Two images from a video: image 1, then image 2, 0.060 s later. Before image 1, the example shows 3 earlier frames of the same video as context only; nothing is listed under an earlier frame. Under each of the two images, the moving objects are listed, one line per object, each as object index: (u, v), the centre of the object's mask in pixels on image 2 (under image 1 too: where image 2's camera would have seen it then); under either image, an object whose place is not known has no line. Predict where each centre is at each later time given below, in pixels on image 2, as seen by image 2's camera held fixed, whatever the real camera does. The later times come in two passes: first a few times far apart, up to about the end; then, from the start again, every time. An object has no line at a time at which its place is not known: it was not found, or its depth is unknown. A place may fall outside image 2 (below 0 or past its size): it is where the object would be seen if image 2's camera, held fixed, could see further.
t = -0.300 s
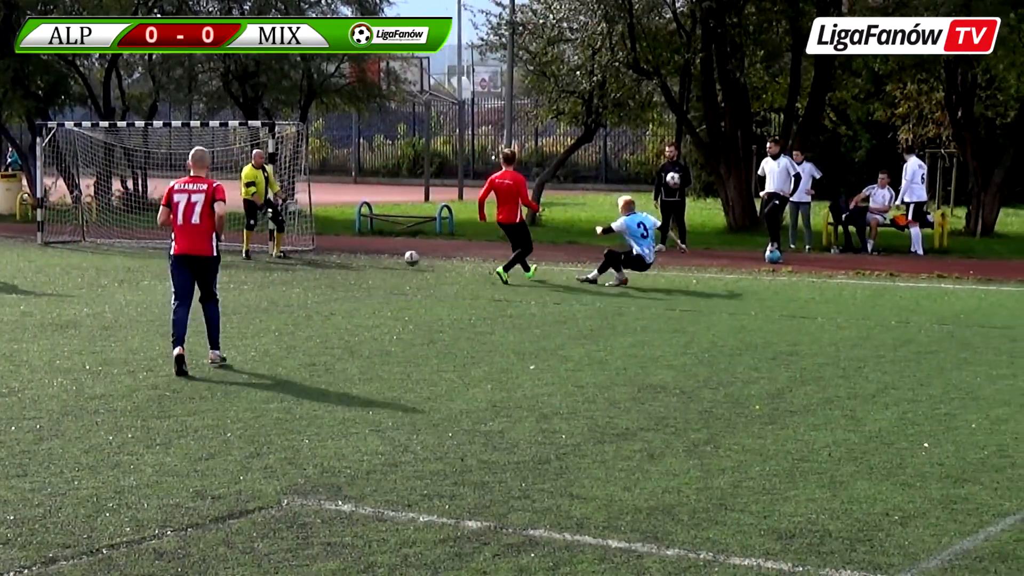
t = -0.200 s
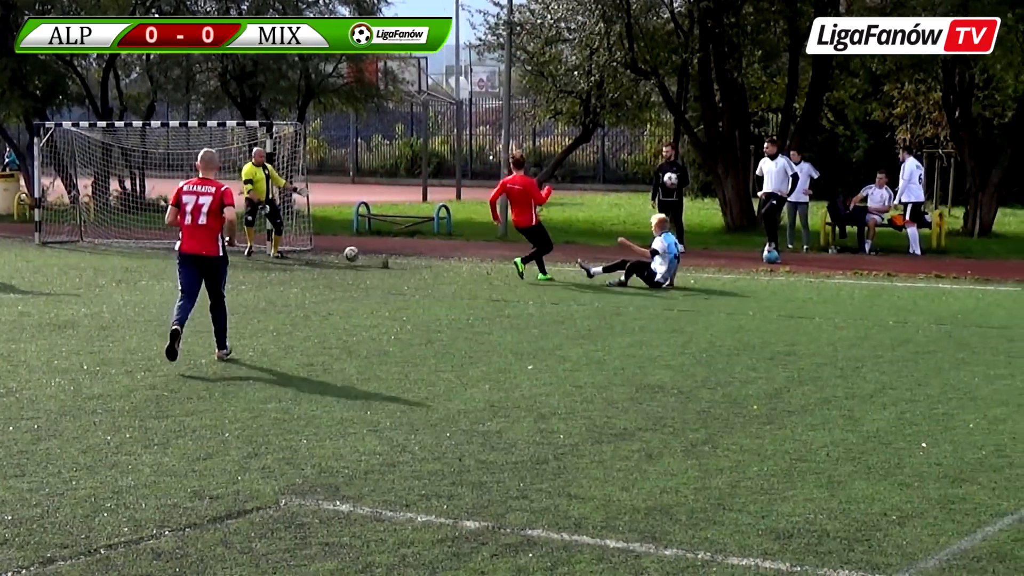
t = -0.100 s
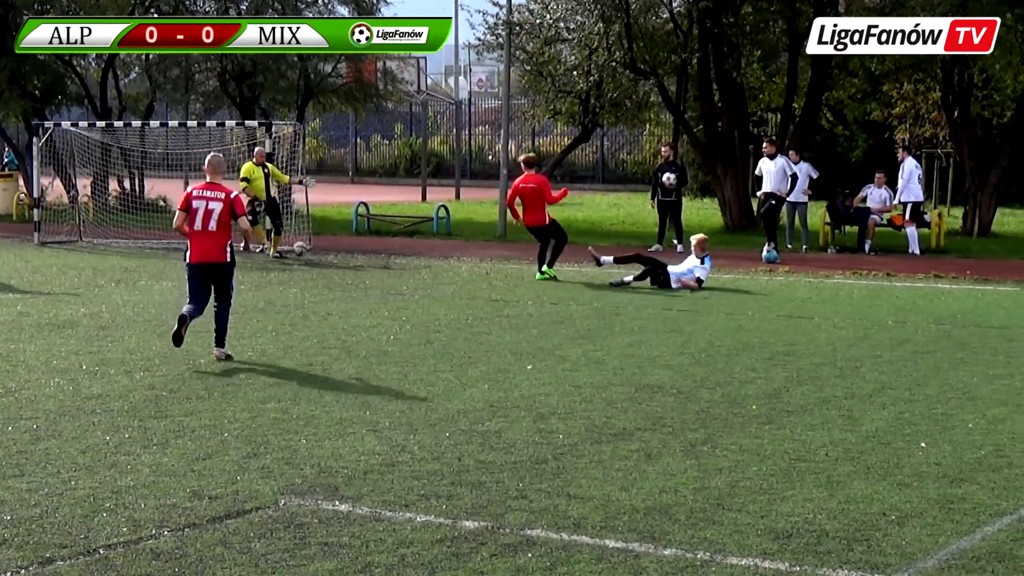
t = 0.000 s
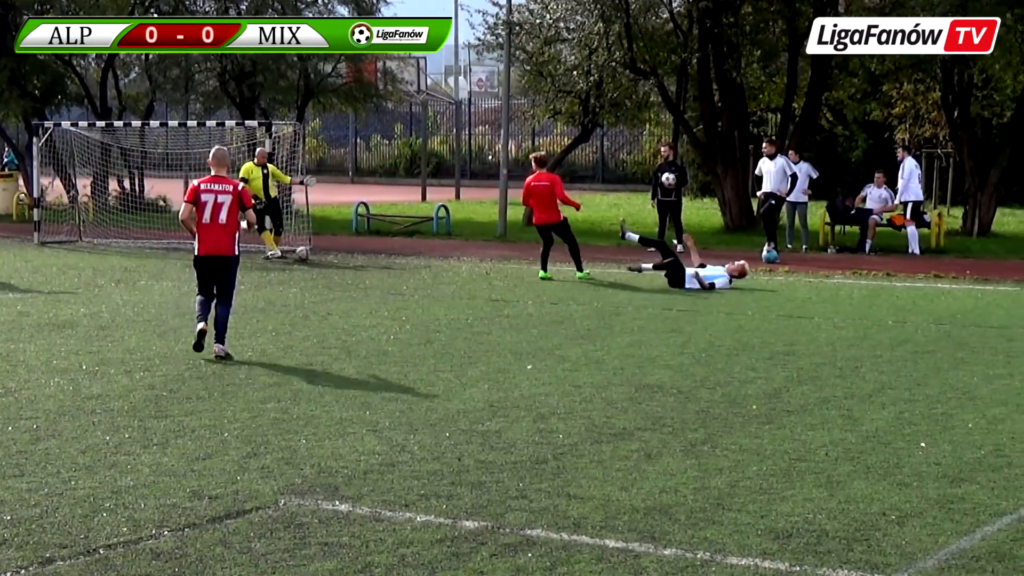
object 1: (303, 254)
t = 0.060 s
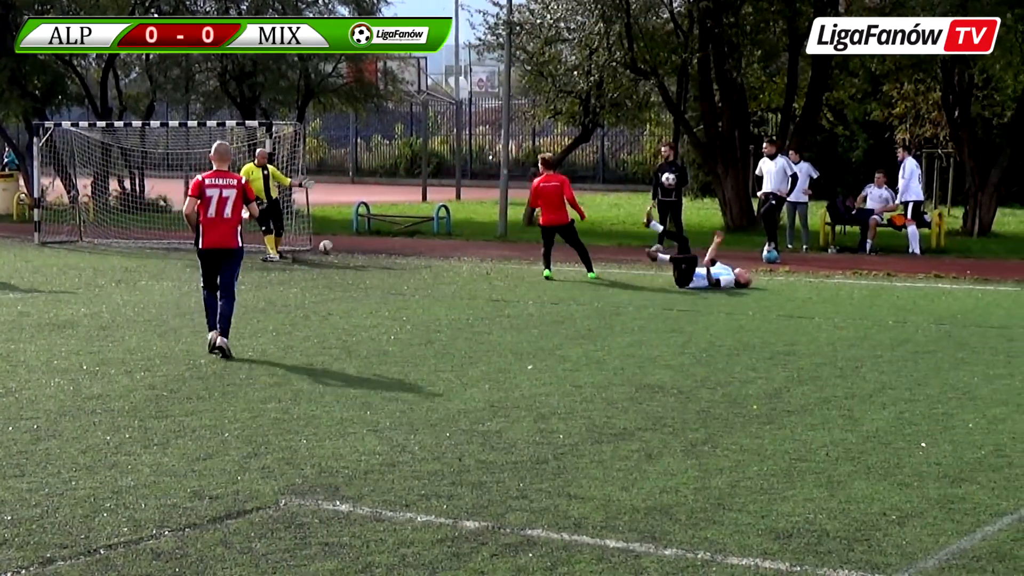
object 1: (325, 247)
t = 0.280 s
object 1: (413, 246)
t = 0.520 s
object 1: (504, 259)
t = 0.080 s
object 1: (334, 245)
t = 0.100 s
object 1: (341, 244)
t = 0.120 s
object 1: (349, 243)
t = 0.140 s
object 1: (356, 241)
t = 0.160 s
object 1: (365, 242)
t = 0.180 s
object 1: (372, 242)
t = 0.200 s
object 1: (380, 242)
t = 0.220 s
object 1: (388, 243)
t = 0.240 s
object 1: (397, 244)
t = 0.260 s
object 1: (404, 244)
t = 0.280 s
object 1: (413, 246)
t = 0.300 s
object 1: (421, 248)
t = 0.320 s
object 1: (429, 250)
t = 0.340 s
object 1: (437, 253)
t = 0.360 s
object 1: (446, 255)
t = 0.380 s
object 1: (454, 259)
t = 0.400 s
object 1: (463, 262)
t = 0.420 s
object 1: (471, 266)
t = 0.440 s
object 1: (478, 266)
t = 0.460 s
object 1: (485, 264)
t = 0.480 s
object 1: (491, 262)
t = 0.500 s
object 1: (497, 260)
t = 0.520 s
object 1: (504, 259)
